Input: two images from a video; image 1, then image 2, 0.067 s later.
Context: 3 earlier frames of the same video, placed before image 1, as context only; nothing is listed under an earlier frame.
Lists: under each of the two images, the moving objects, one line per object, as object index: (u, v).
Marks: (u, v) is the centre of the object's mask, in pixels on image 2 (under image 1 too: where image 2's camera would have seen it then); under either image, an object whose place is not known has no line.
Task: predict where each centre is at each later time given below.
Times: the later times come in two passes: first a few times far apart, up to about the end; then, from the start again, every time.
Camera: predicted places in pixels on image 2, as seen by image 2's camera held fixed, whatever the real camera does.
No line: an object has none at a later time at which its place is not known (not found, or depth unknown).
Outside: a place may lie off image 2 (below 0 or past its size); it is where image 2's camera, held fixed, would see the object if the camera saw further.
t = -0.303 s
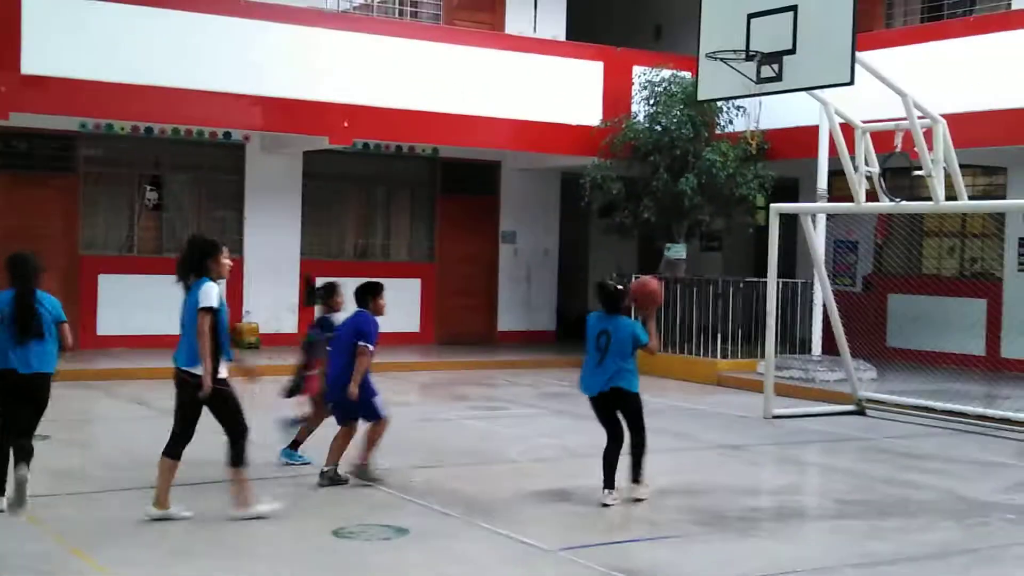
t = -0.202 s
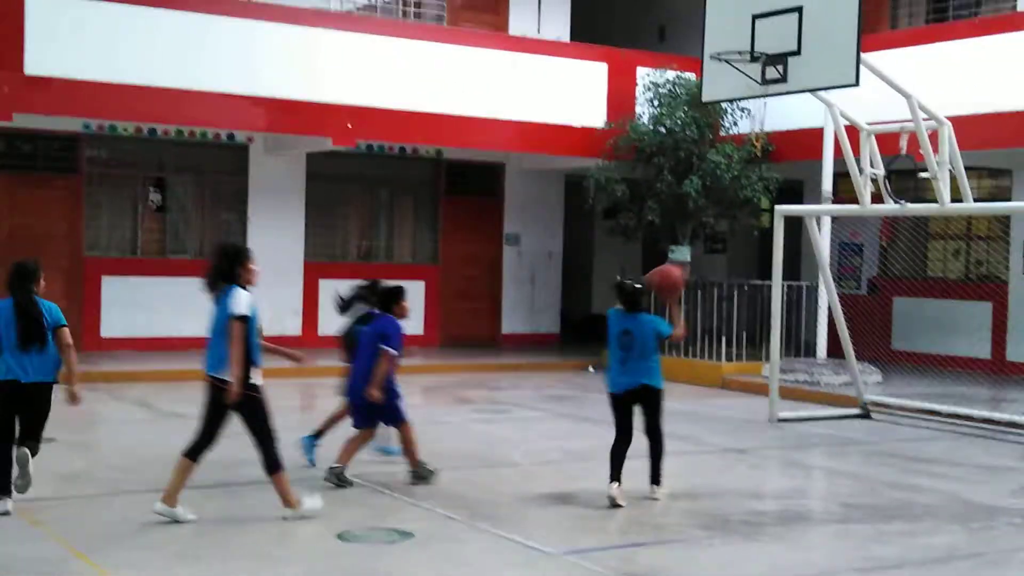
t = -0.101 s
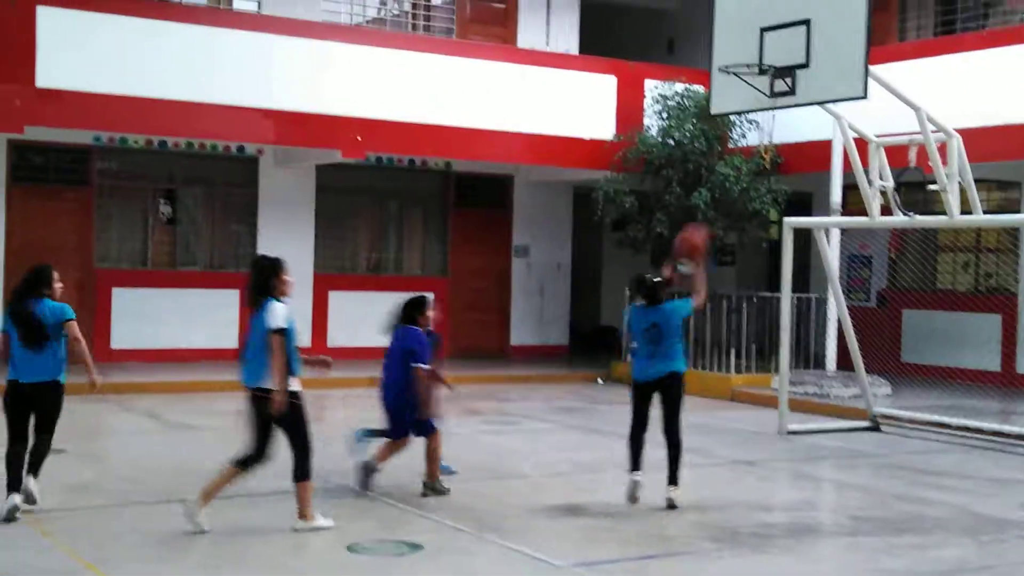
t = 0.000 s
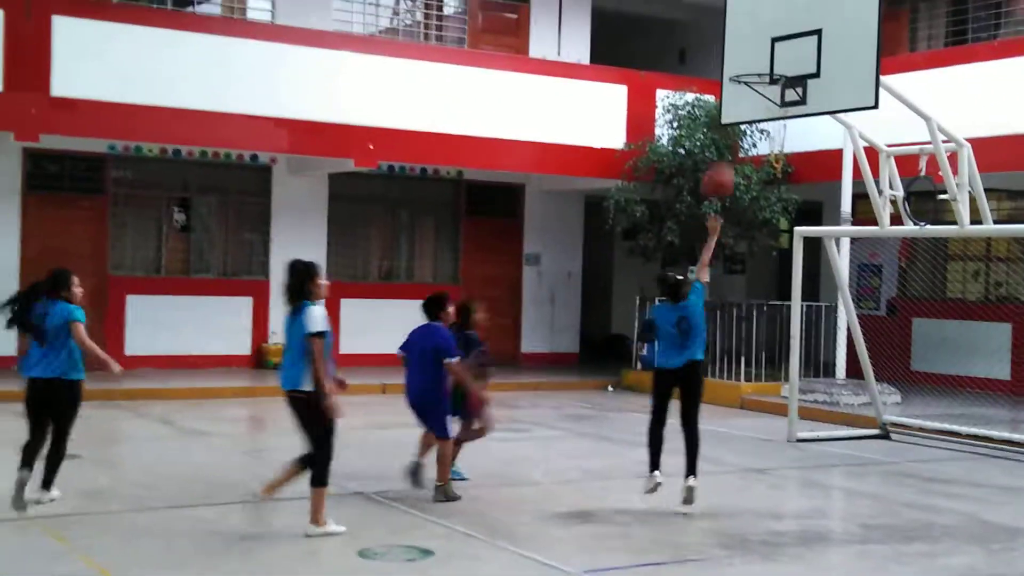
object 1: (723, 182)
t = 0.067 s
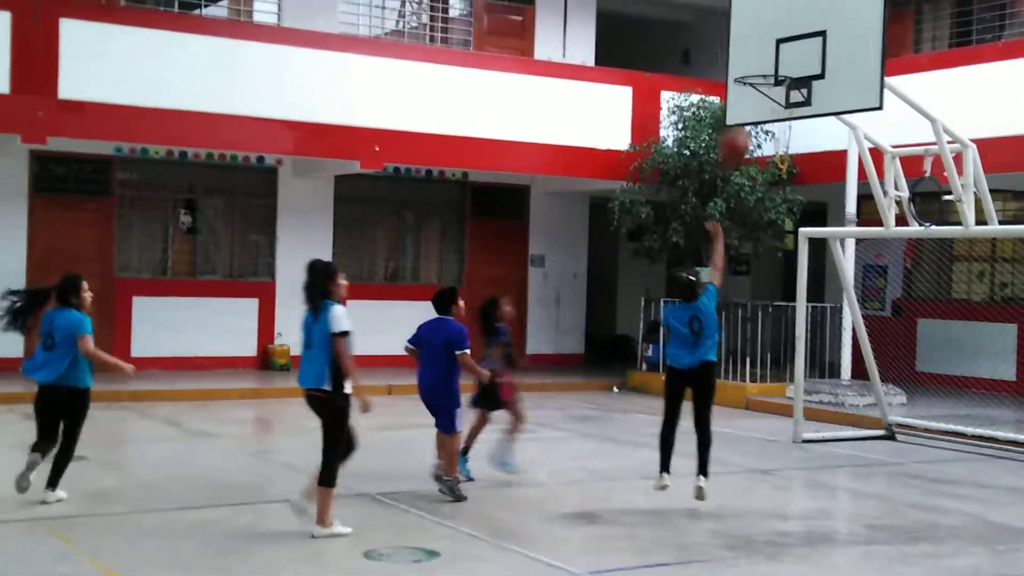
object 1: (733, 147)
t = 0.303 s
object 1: (768, 73)
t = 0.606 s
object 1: (815, 79)
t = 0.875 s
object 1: (860, 137)
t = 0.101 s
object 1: (739, 131)
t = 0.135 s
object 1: (744, 115)
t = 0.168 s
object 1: (749, 104)
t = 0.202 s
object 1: (754, 94)
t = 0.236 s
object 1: (758, 85)
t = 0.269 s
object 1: (763, 78)
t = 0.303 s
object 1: (768, 73)
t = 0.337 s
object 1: (772, 70)
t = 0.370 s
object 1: (776, 68)
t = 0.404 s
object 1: (780, 67)
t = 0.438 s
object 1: (783, 68)
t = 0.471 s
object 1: (787, 68)
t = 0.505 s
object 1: (791, 72)
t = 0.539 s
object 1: (797, 75)
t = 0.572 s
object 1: (806, 76)
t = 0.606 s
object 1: (815, 79)
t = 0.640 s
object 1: (824, 84)
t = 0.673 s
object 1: (834, 90)
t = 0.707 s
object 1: (843, 98)
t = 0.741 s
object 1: (852, 106)
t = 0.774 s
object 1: (855, 113)
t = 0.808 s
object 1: (857, 120)
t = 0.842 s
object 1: (859, 128)
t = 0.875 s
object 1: (860, 137)
